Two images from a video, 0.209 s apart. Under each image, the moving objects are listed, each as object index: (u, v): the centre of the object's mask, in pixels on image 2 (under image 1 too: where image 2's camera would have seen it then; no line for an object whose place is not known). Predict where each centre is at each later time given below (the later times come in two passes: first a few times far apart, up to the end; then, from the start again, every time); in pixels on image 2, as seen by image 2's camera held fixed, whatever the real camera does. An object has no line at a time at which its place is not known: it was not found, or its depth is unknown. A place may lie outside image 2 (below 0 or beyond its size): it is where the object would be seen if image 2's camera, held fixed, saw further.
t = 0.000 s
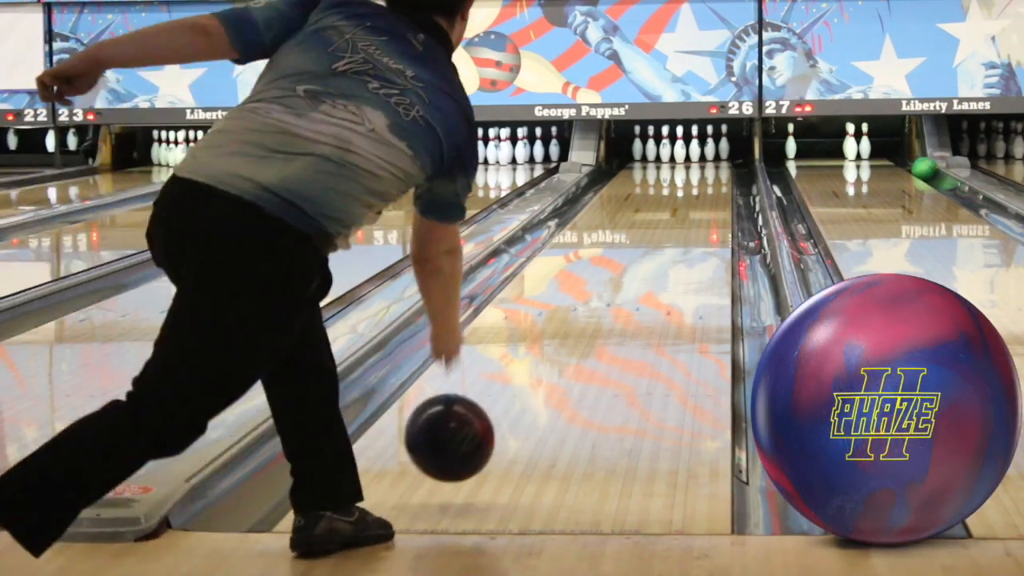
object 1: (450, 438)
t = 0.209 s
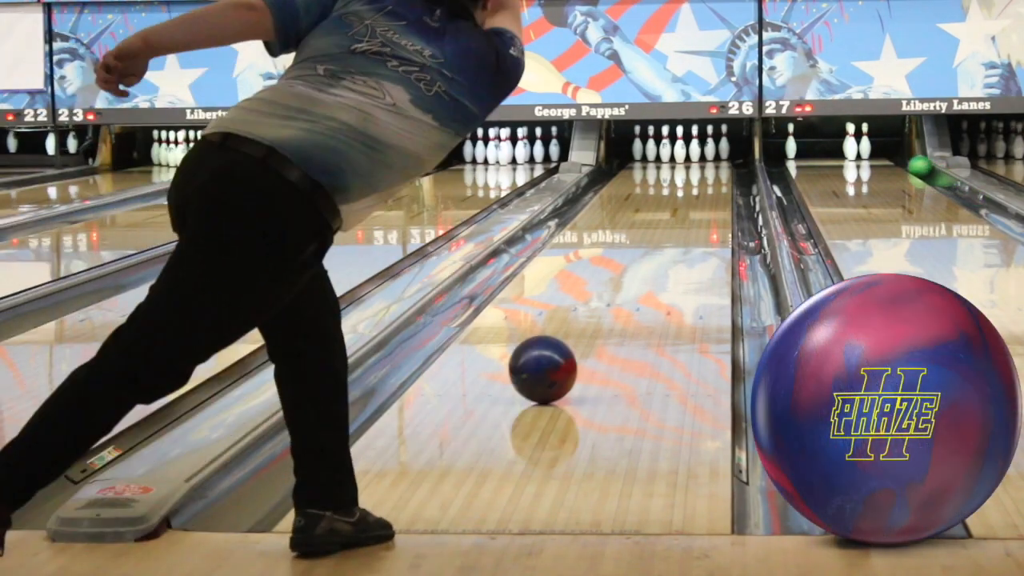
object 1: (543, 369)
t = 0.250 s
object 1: (556, 355)
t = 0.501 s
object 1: (615, 290)
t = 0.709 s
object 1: (646, 254)
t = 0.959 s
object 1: (672, 225)
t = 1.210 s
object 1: (689, 204)
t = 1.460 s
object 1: (701, 186)
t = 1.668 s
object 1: (706, 175)
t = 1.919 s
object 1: (705, 165)
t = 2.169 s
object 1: (696, 157)
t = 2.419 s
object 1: (690, 151)
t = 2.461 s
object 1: (691, 151)
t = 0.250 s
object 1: (556, 355)
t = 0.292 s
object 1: (568, 342)
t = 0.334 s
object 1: (579, 330)
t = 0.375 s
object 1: (589, 319)
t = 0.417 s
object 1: (599, 309)
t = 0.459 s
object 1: (607, 299)
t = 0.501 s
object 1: (615, 290)
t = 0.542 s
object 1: (622, 281)
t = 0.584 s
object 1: (629, 274)
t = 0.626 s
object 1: (635, 267)
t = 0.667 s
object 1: (641, 261)
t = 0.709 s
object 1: (646, 254)
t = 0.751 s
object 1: (651, 248)
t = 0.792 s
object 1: (656, 243)
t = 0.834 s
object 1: (660, 238)
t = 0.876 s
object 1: (664, 233)
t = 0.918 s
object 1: (668, 229)
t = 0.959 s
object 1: (672, 225)
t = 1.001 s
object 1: (675, 221)
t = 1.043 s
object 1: (678, 217)
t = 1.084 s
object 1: (681, 214)
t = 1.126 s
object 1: (684, 210)
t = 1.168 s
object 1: (687, 207)
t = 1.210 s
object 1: (689, 204)
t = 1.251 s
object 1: (692, 200)
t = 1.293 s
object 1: (694, 197)
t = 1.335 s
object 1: (696, 194)
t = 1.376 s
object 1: (698, 191)
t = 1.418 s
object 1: (699, 189)
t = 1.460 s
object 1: (701, 186)
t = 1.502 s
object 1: (702, 184)
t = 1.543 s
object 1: (704, 181)
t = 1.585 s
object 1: (704, 179)
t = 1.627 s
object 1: (705, 177)
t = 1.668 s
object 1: (706, 175)
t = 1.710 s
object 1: (706, 173)
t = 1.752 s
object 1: (706, 171)
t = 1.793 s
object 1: (706, 170)
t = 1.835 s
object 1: (706, 168)
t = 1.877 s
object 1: (705, 166)
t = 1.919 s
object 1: (705, 165)
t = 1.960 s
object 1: (704, 163)
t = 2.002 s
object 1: (702, 162)
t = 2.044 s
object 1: (701, 161)
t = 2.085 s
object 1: (699, 159)
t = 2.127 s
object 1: (698, 158)
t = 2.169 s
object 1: (696, 157)
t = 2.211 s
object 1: (694, 156)
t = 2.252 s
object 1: (692, 155)
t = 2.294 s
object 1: (689, 154)
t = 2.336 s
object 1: (690, 153)
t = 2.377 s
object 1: (690, 152)
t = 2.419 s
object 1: (690, 151)
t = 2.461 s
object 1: (691, 151)
